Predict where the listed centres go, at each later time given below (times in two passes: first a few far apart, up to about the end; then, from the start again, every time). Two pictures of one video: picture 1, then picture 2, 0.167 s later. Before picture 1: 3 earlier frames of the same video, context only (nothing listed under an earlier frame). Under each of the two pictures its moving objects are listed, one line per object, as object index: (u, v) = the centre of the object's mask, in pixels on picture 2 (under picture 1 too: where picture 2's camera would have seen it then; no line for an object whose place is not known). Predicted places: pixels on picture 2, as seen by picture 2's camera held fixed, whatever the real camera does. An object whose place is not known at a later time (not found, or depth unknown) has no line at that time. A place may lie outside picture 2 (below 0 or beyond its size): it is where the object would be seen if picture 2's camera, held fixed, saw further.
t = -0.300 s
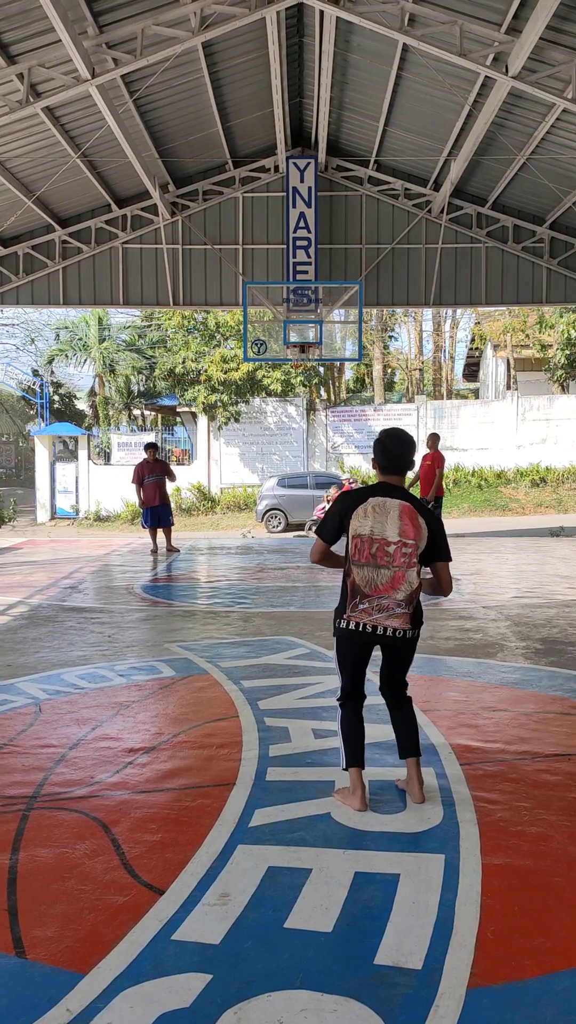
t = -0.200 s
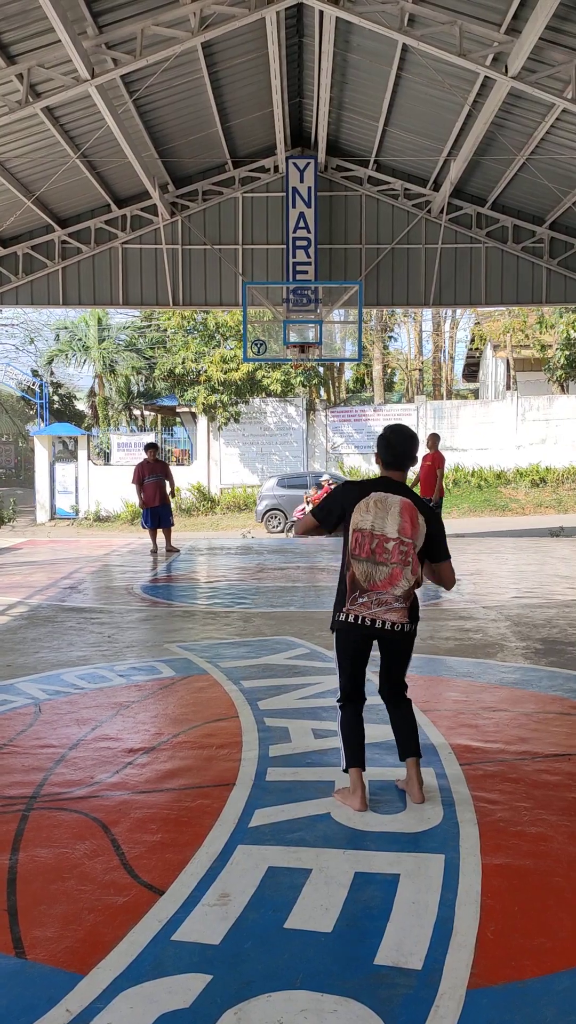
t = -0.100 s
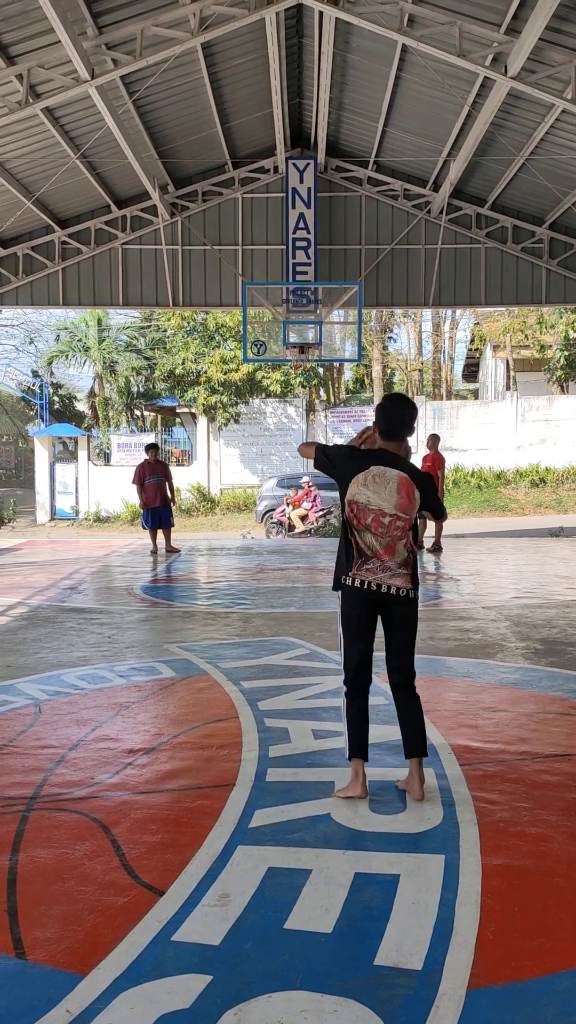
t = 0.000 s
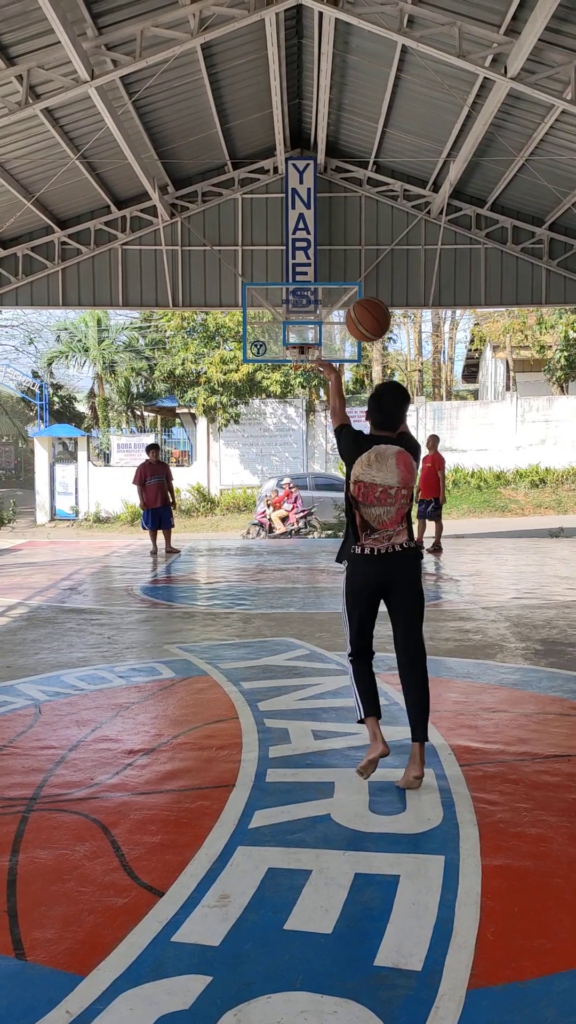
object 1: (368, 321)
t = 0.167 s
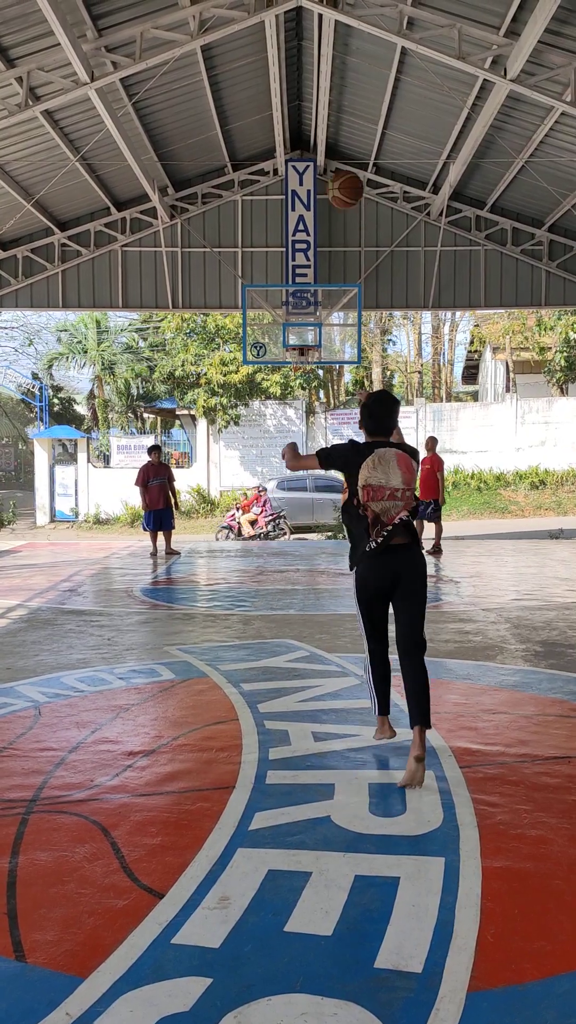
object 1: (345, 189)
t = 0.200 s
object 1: (341, 173)
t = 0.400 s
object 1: (328, 124)
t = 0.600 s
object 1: (320, 129)
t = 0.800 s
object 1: (315, 166)
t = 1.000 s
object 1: (311, 224)
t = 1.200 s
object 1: (309, 297)
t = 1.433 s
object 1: (300, 333)
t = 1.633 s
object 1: (271, 307)
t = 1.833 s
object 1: (242, 306)
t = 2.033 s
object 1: (216, 320)
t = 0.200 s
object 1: (341, 173)
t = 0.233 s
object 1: (339, 160)
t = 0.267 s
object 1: (336, 150)
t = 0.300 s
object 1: (333, 140)
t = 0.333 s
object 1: (331, 134)
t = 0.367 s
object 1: (329, 128)
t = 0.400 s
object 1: (328, 124)
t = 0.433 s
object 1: (326, 122)
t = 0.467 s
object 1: (325, 121)
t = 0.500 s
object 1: (324, 122)
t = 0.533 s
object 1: (322, 123)
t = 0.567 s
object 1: (321, 125)
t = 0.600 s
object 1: (320, 129)
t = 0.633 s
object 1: (318, 133)
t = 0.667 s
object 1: (317, 139)
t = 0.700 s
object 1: (316, 144)
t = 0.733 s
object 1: (316, 151)
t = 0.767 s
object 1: (316, 158)
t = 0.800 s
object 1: (315, 166)
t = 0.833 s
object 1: (314, 174)
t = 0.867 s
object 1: (314, 183)
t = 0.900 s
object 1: (313, 193)
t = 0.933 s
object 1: (312, 203)
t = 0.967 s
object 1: (312, 214)
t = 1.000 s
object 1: (311, 224)
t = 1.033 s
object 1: (311, 236)
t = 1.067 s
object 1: (311, 247)
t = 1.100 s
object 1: (310, 259)
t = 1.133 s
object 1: (310, 272)
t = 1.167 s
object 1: (310, 284)
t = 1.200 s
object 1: (309, 297)
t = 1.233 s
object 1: (309, 310)
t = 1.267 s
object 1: (309, 323)
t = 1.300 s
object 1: (308, 337)
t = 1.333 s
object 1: (308, 342)
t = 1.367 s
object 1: (308, 345)
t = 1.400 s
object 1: (305, 340)
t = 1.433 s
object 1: (300, 333)
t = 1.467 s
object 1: (295, 326)
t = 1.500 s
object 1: (290, 321)
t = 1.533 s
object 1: (285, 317)
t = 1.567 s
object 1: (280, 313)
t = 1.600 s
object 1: (276, 310)
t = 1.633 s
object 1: (271, 307)
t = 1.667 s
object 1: (266, 305)
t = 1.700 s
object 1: (261, 305)
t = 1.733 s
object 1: (256, 304)
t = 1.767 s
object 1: (252, 305)
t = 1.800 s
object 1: (247, 306)
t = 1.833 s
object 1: (242, 306)
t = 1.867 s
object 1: (238, 307)
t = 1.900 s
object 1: (234, 308)
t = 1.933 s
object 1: (229, 310)
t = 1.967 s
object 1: (225, 313)
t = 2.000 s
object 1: (220, 316)
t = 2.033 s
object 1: (216, 320)
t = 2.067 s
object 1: (212, 325)
